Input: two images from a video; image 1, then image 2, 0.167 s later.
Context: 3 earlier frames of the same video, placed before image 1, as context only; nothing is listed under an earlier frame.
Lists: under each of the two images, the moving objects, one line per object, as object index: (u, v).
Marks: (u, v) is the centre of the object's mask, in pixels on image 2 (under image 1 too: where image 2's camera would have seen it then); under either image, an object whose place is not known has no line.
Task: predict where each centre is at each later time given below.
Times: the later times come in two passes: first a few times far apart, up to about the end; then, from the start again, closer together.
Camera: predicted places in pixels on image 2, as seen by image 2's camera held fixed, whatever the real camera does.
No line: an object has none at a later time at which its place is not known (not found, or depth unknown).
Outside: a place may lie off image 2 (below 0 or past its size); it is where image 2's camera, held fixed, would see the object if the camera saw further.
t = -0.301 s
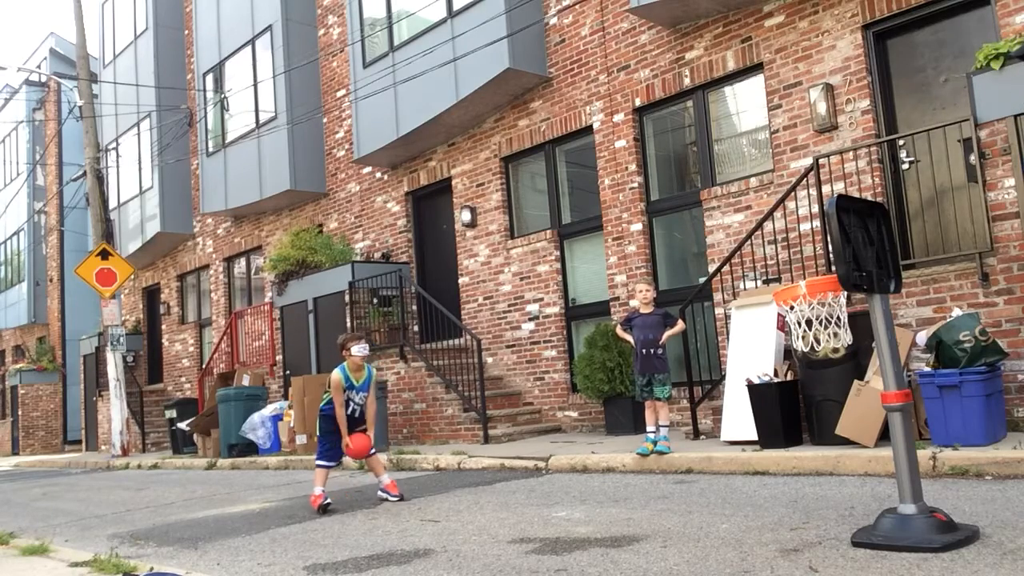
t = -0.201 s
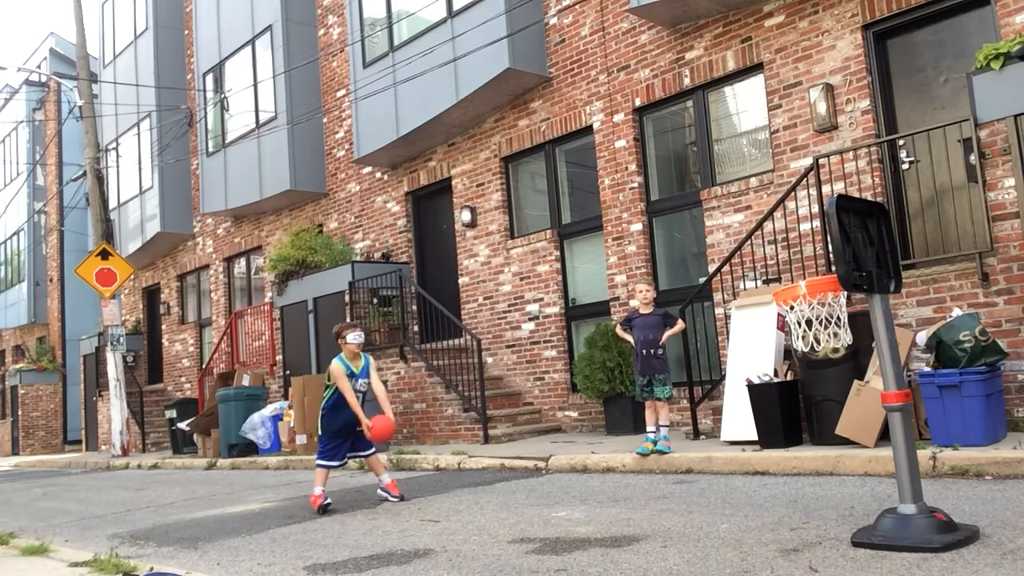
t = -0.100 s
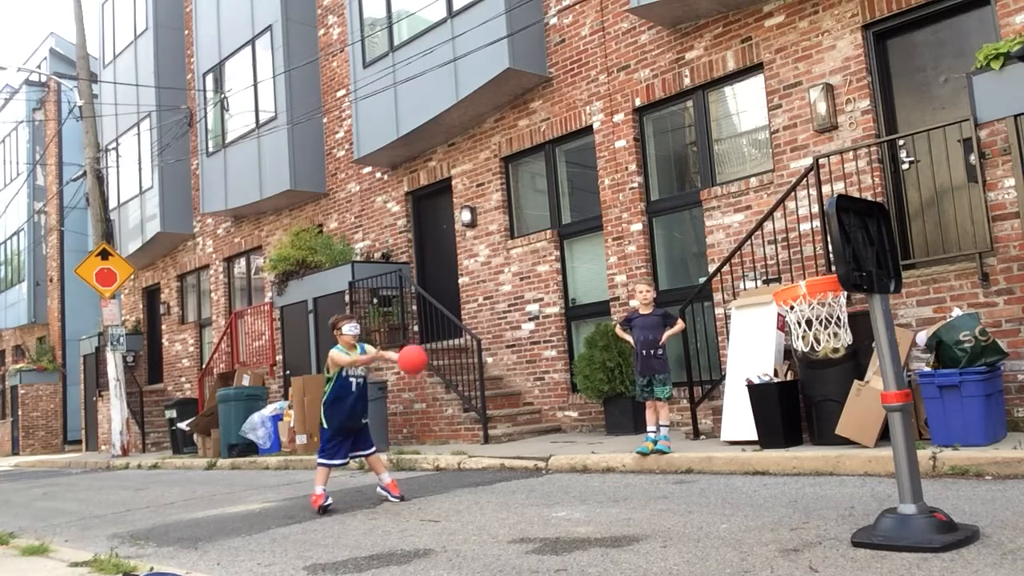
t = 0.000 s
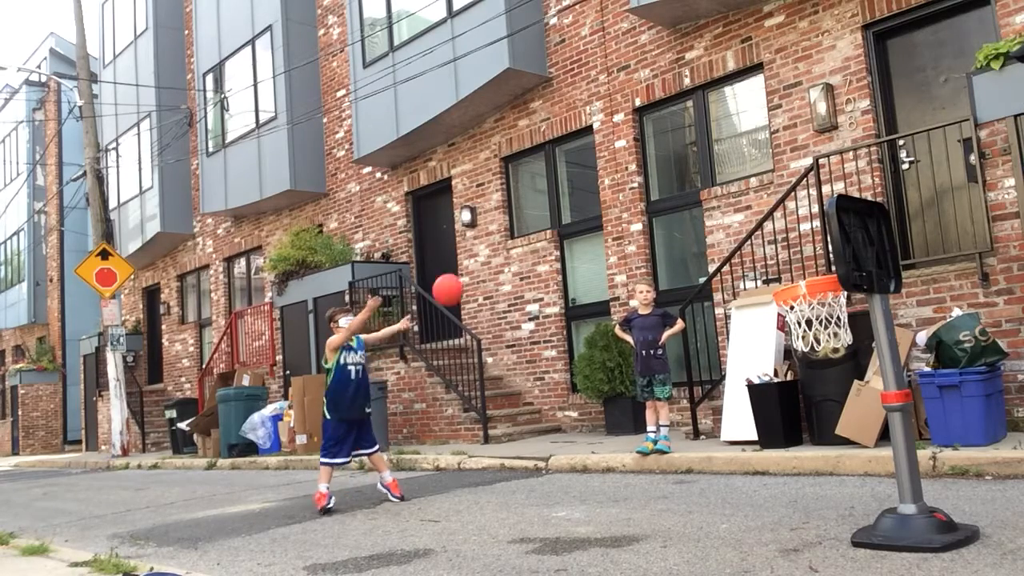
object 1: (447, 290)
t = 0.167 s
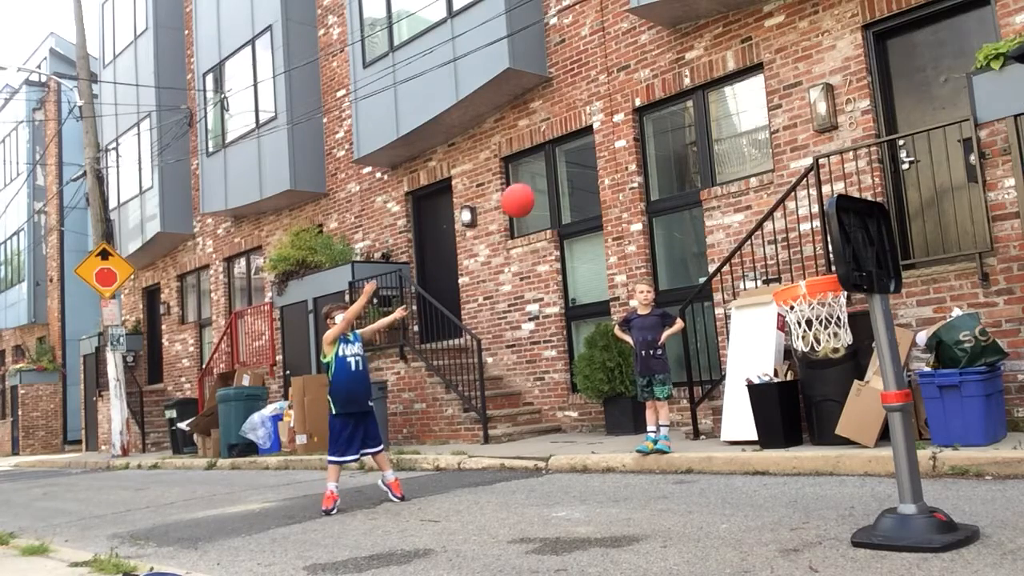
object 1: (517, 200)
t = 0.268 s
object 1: (567, 166)
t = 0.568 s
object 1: (764, 174)
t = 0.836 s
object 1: (809, 268)
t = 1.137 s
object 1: (825, 381)
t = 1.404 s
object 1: (800, 446)
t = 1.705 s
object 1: (746, 373)
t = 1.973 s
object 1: (719, 490)
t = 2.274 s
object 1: (660, 435)
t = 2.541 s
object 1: (610, 518)
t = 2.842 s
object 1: (552, 474)
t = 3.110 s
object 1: (507, 551)
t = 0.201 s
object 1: (533, 187)
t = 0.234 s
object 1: (550, 175)
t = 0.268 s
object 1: (567, 166)
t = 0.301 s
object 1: (584, 158)
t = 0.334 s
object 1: (603, 153)
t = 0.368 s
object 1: (624, 148)
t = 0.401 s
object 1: (645, 147)
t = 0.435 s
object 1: (666, 147)
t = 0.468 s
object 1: (688, 150)
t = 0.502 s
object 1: (712, 156)
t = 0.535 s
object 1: (738, 164)
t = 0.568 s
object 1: (764, 174)
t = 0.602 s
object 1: (791, 189)
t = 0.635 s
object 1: (815, 205)
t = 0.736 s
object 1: (827, 253)
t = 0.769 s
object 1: (824, 259)
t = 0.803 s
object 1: (818, 262)
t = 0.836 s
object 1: (809, 268)
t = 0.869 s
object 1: (816, 267)
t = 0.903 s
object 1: (828, 266)
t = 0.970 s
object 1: (833, 304)
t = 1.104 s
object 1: (826, 360)
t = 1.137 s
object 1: (825, 381)
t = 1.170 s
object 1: (824, 406)
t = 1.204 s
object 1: (824, 433)
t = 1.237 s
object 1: (824, 463)
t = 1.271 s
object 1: (825, 496)
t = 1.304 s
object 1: (824, 524)
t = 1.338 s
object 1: (816, 497)
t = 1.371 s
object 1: (808, 470)
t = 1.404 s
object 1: (800, 446)
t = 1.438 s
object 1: (792, 427)
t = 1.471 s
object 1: (785, 410)
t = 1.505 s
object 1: (779, 397)
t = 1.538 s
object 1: (772, 386)
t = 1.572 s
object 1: (766, 378)
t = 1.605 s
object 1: (761, 373)
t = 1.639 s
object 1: (756, 370)
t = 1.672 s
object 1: (751, 371)
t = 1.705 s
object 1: (746, 373)
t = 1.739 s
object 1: (741, 378)
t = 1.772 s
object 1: (737, 387)
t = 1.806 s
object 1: (734, 397)
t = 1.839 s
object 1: (731, 411)
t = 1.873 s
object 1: (727, 426)
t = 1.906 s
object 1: (724, 446)
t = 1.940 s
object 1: (722, 465)
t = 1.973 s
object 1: (719, 490)
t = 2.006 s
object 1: (718, 516)
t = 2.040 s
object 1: (714, 528)
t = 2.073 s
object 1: (705, 505)
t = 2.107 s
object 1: (696, 486)
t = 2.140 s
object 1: (688, 470)
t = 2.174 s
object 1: (681, 456)
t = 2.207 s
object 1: (674, 446)
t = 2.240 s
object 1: (666, 439)
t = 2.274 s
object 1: (660, 435)
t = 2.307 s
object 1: (653, 433)
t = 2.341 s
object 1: (640, 438)
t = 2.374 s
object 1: (634, 445)
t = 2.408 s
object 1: (629, 454)
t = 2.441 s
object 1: (624, 466)
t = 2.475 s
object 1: (619, 481)
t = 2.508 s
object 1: (614, 498)
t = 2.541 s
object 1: (610, 518)
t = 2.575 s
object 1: (606, 542)
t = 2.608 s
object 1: (600, 534)
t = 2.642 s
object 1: (592, 517)
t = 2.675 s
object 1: (584, 502)
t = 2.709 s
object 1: (578, 491)
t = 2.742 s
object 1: (571, 482)
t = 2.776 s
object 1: (564, 477)
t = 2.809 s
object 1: (558, 474)
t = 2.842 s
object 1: (552, 474)
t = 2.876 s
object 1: (546, 477)
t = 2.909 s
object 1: (540, 483)
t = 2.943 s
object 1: (535, 491)
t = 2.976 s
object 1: (529, 502)
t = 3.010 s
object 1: (523, 515)
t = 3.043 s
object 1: (519, 533)
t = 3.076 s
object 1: (514, 553)
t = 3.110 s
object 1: (507, 551)
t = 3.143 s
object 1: (499, 537)
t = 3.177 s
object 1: (492, 525)
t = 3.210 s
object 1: (484, 517)
